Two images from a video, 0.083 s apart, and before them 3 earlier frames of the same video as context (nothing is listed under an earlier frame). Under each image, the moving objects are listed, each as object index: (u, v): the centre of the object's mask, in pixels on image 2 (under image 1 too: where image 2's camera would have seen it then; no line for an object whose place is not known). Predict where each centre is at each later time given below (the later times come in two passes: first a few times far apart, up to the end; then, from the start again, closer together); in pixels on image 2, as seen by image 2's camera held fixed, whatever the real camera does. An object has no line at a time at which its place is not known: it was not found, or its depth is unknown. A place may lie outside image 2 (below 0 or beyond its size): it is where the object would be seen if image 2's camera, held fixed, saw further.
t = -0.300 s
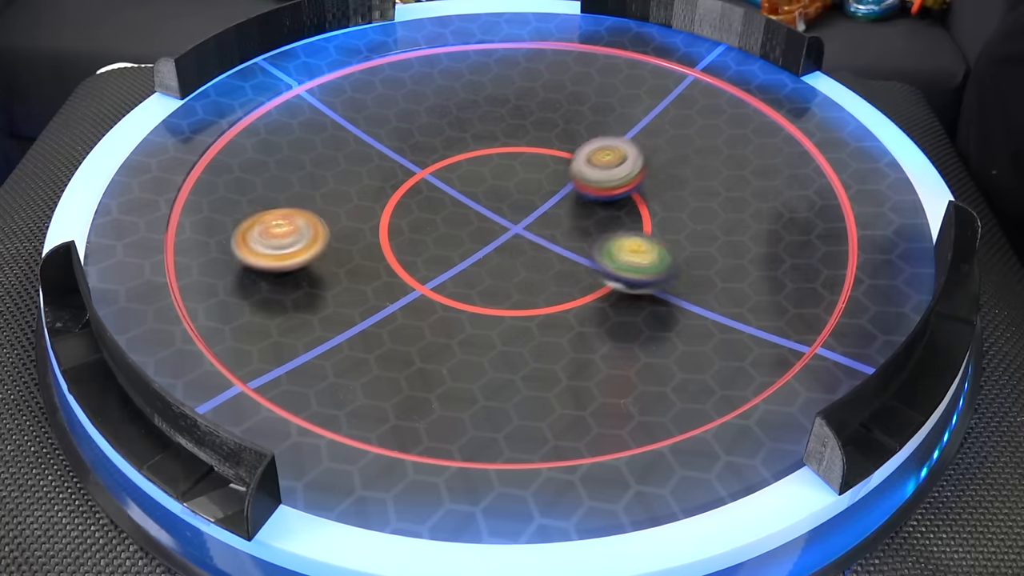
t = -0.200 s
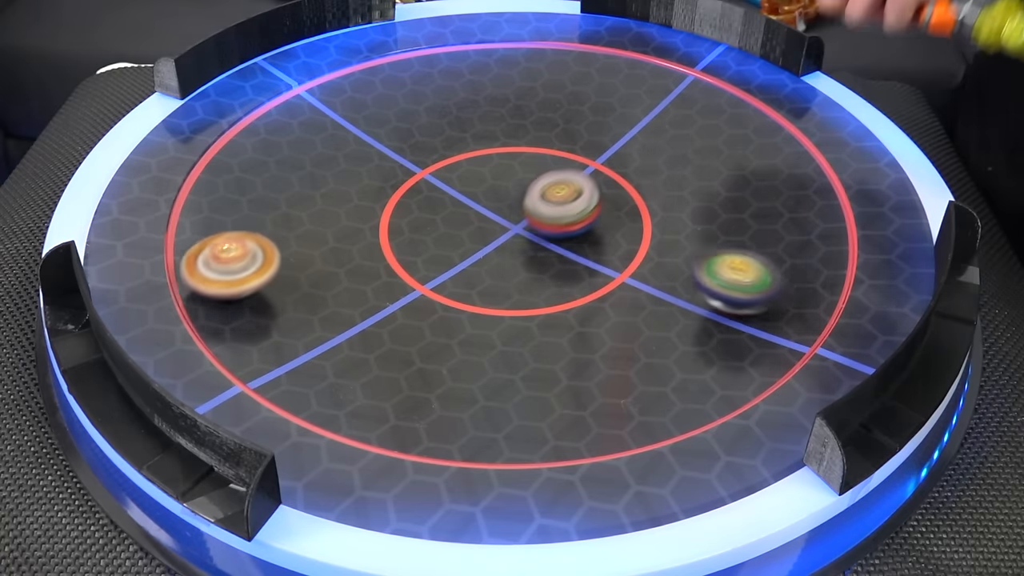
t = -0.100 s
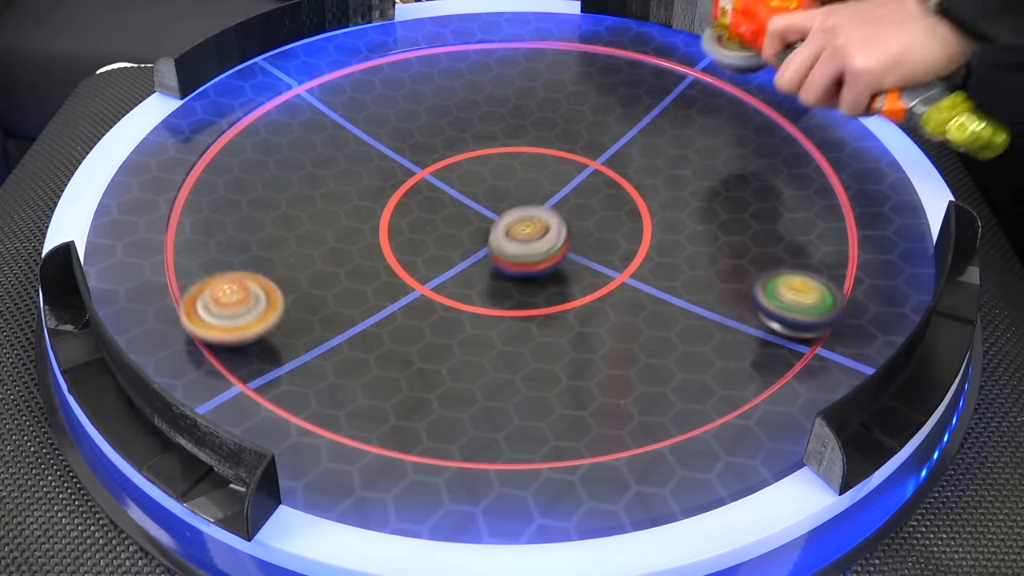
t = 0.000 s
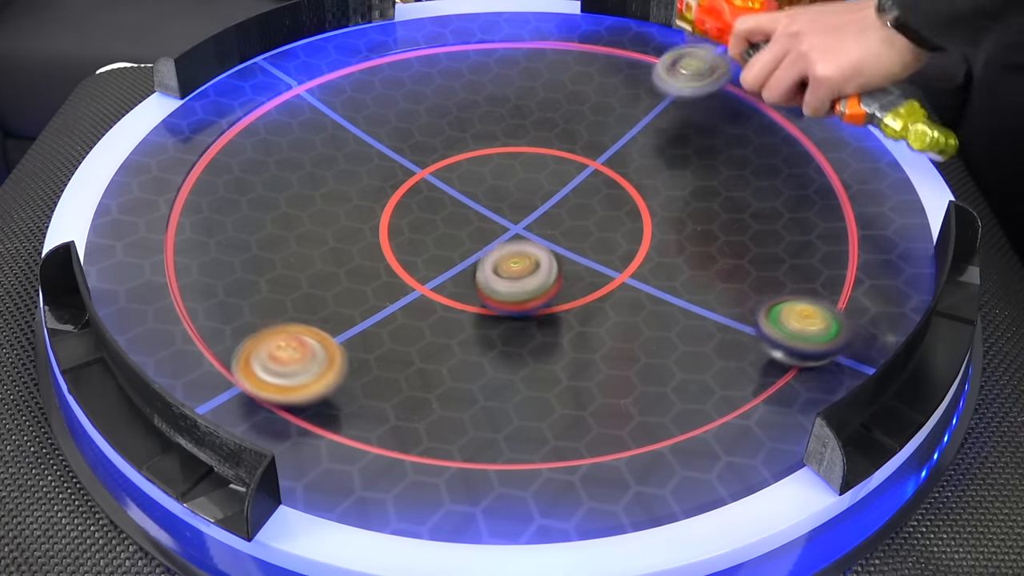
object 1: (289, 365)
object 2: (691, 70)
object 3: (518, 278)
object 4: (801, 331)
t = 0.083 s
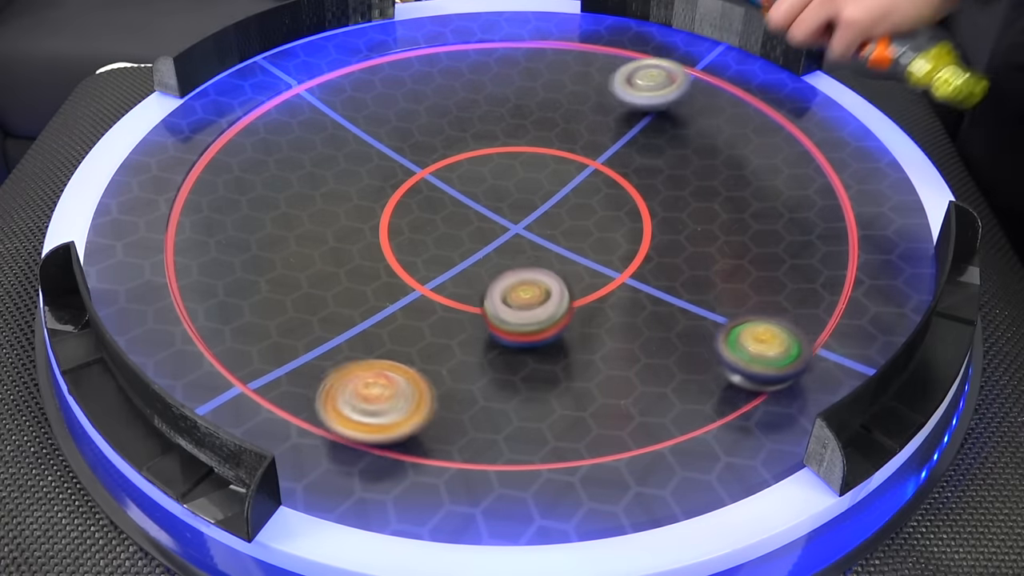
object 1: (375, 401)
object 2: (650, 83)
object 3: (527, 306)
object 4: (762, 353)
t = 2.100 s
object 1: (368, 168)
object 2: (404, 269)
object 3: (495, 378)
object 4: (750, 65)
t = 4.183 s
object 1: (249, 135)
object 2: (432, 181)
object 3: (619, 217)
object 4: (574, 174)
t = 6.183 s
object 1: (468, 181)
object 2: (563, 238)
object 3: (463, 239)
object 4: (544, 120)
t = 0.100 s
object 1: (395, 406)
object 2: (641, 84)
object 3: (531, 312)
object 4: (752, 357)
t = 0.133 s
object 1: (439, 413)
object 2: (624, 86)
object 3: (540, 324)
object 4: (731, 366)
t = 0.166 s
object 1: (483, 414)
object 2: (607, 90)
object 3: (550, 335)
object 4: (707, 376)
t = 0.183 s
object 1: (505, 413)
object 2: (598, 92)
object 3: (556, 340)
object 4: (697, 380)
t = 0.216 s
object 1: (539, 415)
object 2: (581, 98)
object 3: (577, 344)
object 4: (674, 387)
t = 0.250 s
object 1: (563, 421)
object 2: (564, 105)
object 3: (594, 339)
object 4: (665, 399)
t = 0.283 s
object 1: (558, 430)
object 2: (546, 114)
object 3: (603, 328)
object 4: (696, 400)
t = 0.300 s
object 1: (555, 433)
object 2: (538, 119)
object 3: (607, 322)
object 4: (697, 389)
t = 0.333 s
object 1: (553, 436)
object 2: (522, 129)
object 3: (615, 313)
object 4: (701, 374)
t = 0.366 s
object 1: (554, 434)
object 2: (505, 143)
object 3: (622, 303)
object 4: (701, 357)
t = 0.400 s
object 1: (558, 428)
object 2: (486, 160)
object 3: (628, 292)
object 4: (700, 342)
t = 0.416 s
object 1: (563, 424)
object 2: (478, 168)
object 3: (630, 286)
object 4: (699, 335)
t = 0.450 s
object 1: (573, 416)
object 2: (463, 186)
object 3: (632, 274)
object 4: (696, 323)
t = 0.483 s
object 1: (587, 406)
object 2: (451, 205)
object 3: (632, 262)
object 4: (692, 312)
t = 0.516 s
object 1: (602, 395)
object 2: (442, 225)
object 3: (631, 251)
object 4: (686, 302)
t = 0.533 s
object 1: (610, 389)
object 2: (440, 234)
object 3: (630, 245)
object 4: (684, 298)
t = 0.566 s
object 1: (625, 376)
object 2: (438, 254)
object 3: (626, 233)
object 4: (679, 290)
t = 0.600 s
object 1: (638, 361)
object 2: (439, 273)
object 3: (618, 220)
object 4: (674, 284)
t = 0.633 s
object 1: (648, 345)
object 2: (443, 293)
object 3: (608, 209)
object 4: (670, 279)
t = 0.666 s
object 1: (655, 330)
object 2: (451, 313)
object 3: (596, 196)
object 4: (667, 272)
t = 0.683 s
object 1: (653, 332)
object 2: (456, 322)
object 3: (588, 191)
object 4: (669, 262)
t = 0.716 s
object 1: (646, 353)
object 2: (468, 341)
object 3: (572, 180)
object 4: (675, 223)
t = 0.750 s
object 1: (636, 371)
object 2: (485, 357)
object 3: (555, 172)
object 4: (677, 185)
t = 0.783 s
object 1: (628, 386)
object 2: (504, 372)
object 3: (536, 164)
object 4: (684, 152)
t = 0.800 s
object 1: (624, 391)
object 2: (513, 377)
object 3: (526, 161)
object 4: (686, 135)
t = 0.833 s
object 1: (632, 399)
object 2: (519, 383)
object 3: (507, 157)
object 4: (691, 106)
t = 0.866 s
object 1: (644, 404)
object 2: (518, 392)
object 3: (488, 153)
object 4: (698, 77)
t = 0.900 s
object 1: (652, 405)
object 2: (517, 398)
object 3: (471, 152)
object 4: (700, 53)
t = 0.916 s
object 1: (655, 404)
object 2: (517, 401)
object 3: (463, 151)
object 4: (695, 44)
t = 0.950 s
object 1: (660, 401)
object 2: (519, 405)
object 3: (447, 152)
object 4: (686, 35)
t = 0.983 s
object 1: (664, 397)
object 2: (521, 410)
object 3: (432, 154)
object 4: (674, 37)
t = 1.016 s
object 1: (667, 392)
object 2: (525, 414)
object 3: (418, 158)
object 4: (667, 31)
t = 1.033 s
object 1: (667, 389)
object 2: (528, 416)
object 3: (411, 160)
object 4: (663, 29)
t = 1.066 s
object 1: (669, 383)
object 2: (533, 418)
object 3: (397, 166)
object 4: (652, 30)
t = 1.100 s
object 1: (670, 377)
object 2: (539, 420)
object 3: (385, 172)
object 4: (642, 30)
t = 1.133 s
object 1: (669, 370)
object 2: (544, 420)
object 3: (372, 180)
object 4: (635, 30)
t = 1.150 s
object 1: (668, 367)
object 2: (547, 419)
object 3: (366, 184)
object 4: (632, 30)
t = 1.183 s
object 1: (666, 361)
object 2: (553, 417)
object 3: (354, 193)
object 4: (629, 30)
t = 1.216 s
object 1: (664, 354)
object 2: (558, 412)
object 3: (343, 204)
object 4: (628, 30)
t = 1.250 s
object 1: (660, 347)
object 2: (563, 406)
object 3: (333, 215)
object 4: (628, 29)
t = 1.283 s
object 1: (656, 341)
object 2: (567, 399)
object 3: (325, 229)
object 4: (631, 29)
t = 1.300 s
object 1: (654, 338)
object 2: (568, 395)
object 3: (323, 235)
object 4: (634, 28)
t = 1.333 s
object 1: (648, 332)
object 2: (570, 386)
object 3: (319, 250)
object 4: (640, 27)
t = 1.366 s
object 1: (642, 325)
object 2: (570, 376)
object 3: (319, 264)
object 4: (648, 24)
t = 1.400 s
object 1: (636, 319)
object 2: (567, 366)
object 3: (322, 279)
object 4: (654, 28)
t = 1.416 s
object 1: (633, 315)
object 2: (565, 361)
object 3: (326, 286)
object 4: (657, 30)
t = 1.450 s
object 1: (625, 307)
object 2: (559, 351)
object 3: (333, 298)
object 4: (664, 32)
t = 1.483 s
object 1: (617, 299)
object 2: (549, 341)
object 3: (344, 309)
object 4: (672, 35)
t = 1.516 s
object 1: (609, 291)
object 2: (536, 332)
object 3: (356, 319)
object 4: (681, 36)
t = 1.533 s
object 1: (605, 287)
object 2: (530, 328)
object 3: (363, 324)
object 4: (685, 36)
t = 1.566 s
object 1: (596, 279)
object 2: (515, 320)
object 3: (380, 331)
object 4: (693, 36)
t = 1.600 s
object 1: (586, 272)
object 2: (500, 312)
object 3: (398, 338)
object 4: (697, 40)
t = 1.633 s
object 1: (576, 263)
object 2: (503, 302)
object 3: (395, 345)
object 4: (702, 44)
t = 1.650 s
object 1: (573, 259)
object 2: (509, 297)
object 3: (390, 349)
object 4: (704, 46)
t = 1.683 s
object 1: (568, 246)
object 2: (510, 290)
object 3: (382, 356)
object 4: (709, 48)
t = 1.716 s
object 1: (564, 235)
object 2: (505, 285)
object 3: (378, 364)
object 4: (713, 51)
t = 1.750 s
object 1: (557, 223)
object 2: (497, 280)
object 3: (378, 372)
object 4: (717, 54)
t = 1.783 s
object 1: (548, 211)
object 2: (488, 276)
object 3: (380, 380)
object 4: (721, 56)
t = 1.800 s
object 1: (542, 206)
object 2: (482, 274)
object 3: (381, 384)
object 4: (723, 56)
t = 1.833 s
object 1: (529, 196)
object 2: (473, 271)
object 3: (387, 391)
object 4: (727, 57)
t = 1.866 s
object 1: (513, 187)
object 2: (463, 269)
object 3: (397, 397)
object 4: (731, 58)
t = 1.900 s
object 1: (497, 179)
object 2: (454, 267)
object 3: (407, 401)
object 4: (735, 59)
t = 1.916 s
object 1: (488, 177)
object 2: (449, 266)
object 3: (414, 403)
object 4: (737, 60)
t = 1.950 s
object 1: (469, 172)
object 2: (439, 266)
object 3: (429, 404)
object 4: (739, 61)
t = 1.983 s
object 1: (449, 168)
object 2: (430, 267)
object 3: (444, 403)
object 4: (742, 62)
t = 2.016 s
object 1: (427, 165)
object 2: (422, 267)
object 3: (460, 398)
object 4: (745, 62)
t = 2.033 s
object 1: (415, 165)
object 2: (419, 267)
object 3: (467, 396)
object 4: (746, 63)
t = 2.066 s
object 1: (392, 166)
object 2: (412, 268)
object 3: (483, 388)
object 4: (748, 64)
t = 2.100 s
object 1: (368, 168)
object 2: (404, 269)
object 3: (495, 378)
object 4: (750, 65)
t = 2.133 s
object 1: (345, 172)
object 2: (398, 269)
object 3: (506, 367)
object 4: (751, 66)
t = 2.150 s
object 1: (334, 174)
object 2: (394, 270)
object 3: (510, 361)
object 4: (752, 67)
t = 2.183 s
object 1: (311, 179)
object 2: (388, 270)
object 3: (518, 349)
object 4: (753, 68)
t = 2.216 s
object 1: (290, 185)
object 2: (383, 271)
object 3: (523, 335)
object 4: (753, 70)
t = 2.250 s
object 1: (270, 193)
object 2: (380, 272)
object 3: (526, 321)
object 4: (753, 71)
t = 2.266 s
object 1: (260, 197)
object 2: (378, 272)
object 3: (527, 314)
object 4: (754, 73)
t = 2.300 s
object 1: (241, 208)
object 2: (377, 272)
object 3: (527, 301)
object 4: (754, 75)
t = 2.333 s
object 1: (225, 219)
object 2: (377, 272)
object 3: (525, 287)
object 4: (754, 77)
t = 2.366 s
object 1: (211, 231)
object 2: (378, 272)
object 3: (523, 275)
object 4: (752, 83)
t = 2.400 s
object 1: (200, 244)
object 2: (381, 272)
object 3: (521, 261)
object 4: (750, 91)
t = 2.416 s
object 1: (195, 251)
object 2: (382, 272)
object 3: (520, 255)
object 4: (750, 94)
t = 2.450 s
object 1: (187, 265)
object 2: (386, 271)
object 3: (516, 242)
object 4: (748, 101)
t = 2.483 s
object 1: (182, 280)
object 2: (391, 269)
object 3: (512, 230)
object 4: (746, 108)
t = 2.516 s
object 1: (187, 294)
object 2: (396, 267)
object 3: (505, 219)
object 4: (743, 115)
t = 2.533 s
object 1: (194, 302)
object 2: (399, 265)
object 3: (501, 214)
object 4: (742, 118)
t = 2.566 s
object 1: (210, 316)
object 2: (406, 262)
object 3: (492, 204)
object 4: (738, 125)
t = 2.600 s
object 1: (225, 330)
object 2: (415, 259)
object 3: (483, 196)
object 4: (733, 132)
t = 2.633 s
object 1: (242, 342)
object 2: (425, 254)
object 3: (473, 189)
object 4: (727, 139)
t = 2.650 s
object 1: (251, 348)
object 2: (431, 252)
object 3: (467, 186)
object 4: (723, 143)
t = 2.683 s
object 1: (271, 359)
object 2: (444, 247)
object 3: (455, 180)
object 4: (716, 149)
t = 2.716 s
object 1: (294, 367)
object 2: (456, 241)
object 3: (443, 175)
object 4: (708, 156)
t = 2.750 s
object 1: (318, 374)
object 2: (467, 235)
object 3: (430, 172)
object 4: (700, 161)
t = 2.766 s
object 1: (331, 376)
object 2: (472, 231)
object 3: (425, 171)
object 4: (695, 164)
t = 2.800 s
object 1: (360, 380)
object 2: (480, 223)
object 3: (412, 169)
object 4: (685, 170)
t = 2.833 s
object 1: (387, 379)
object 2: (485, 213)
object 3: (399, 168)
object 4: (675, 174)
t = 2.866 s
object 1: (415, 376)
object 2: (488, 204)
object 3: (387, 167)
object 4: (664, 180)
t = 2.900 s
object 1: (443, 371)
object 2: (488, 195)
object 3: (374, 166)
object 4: (652, 184)
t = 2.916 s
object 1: (456, 367)
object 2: (487, 190)
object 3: (368, 166)
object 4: (646, 186)
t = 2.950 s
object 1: (481, 359)
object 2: (484, 180)
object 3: (357, 166)
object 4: (632, 191)
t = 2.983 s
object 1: (505, 348)
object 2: (477, 170)
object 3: (346, 165)
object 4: (619, 198)
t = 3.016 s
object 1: (526, 336)
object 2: (468, 162)
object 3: (335, 165)
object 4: (604, 204)
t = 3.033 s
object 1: (536, 329)
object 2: (463, 158)
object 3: (331, 165)
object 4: (597, 207)
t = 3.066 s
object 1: (553, 315)
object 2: (452, 152)
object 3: (321, 166)
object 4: (583, 212)
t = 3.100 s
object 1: (568, 299)
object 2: (440, 147)
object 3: (313, 168)
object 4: (568, 216)
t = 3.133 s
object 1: (581, 283)
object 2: (427, 144)
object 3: (306, 172)
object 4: (551, 221)
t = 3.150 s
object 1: (587, 274)
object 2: (420, 142)
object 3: (302, 174)
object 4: (544, 221)
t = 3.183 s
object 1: (596, 258)
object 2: (409, 141)
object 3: (298, 179)
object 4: (529, 223)
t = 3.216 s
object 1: (603, 240)
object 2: (399, 141)
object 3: (295, 185)
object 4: (514, 224)
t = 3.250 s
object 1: (607, 223)
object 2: (391, 141)
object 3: (295, 191)
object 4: (499, 224)
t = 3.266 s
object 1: (607, 213)
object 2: (388, 142)
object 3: (296, 195)
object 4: (492, 224)
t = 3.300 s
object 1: (606, 195)
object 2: (382, 143)
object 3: (300, 202)
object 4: (478, 221)
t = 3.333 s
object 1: (602, 178)
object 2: (379, 146)
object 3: (308, 209)
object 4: (466, 219)
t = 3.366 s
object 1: (593, 161)
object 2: (377, 150)
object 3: (318, 216)
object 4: (453, 215)
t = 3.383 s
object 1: (588, 152)
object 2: (377, 151)
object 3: (324, 219)
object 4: (448, 213)
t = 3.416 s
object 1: (576, 138)
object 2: (377, 156)
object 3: (338, 224)
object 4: (437, 209)
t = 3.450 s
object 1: (563, 125)
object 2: (377, 158)
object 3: (354, 228)
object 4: (431, 205)
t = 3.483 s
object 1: (548, 113)
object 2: (369, 155)
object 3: (366, 233)
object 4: (441, 208)
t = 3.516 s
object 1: (533, 101)
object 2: (360, 151)
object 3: (376, 239)
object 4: (456, 208)
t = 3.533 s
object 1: (525, 97)
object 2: (357, 150)
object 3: (383, 242)
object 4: (461, 208)
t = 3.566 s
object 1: (510, 87)
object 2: (350, 147)
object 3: (397, 246)
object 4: (473, 209)
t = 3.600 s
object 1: (493, 79)
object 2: (343, 145)
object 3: (413, 250)
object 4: (483, 208)
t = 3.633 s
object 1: (476, 73)
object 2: (338, 144)
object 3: (431, 253)
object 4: (491, 208)
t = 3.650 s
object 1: (468, 71)
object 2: (336, 144)
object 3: (440, 254)
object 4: (496, 209)
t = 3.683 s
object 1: (451, 66)
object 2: (332, 144)
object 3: (458, 254)
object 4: (503, 208)
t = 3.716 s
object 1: (434, 62)
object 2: (330, 144)
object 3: (475, 254)
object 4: (509, 205)
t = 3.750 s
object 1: (416, 59)
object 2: (328, 145)
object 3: (487, 258)
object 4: (518, 200)
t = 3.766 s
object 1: (407, 58)
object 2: (328, 146)
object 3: (493, 259)
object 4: (522, 198)
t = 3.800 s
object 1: (390, 57)
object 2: (330, 148)
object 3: (506, 260)
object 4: (530, 195)
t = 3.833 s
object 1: (372, 58)
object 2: (333, 151)
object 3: (520, 258)
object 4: (536, 192)
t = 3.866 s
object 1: (355, 59)
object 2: (336, 153)
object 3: (534, 254)
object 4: (543, 190)
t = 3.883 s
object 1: (347, 60)
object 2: (339, 155)
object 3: (541, 252)
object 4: (546, 190)
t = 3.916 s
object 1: (330, 64)
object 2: (345, 157)
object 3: (553, 247)
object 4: (550, 190)
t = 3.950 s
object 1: (315, 68)
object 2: (352, 159)
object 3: (564, 244)
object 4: (555, 189)
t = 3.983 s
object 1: (301, 74)
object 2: (360, 162)
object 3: (573, 243)
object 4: (560, 186)
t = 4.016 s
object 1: (288, 82)
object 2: (370, 165)
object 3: (583, 240)
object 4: (564, 185)
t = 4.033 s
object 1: (282, 86)
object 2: (375, 166)
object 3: (587, 238)
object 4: (566, 184)
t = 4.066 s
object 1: (271, 95)
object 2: (386, 169)
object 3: (596, 233)
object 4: (570, 183)
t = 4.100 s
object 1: (262, 105)
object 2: (398, 172)
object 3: (604, 229)
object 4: (572, 180)
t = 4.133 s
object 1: (255, 117)
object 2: (411, 176)
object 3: (611, 225)
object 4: (572, 177)
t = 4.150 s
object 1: (253, 122)
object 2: (418, 178)
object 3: (614, 223)
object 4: (573, 176)
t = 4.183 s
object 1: (249, 135)
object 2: (432, 181)
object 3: (619, 217)
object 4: (574, 174)
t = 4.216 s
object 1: (248, 148)
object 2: (448, 184)
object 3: (623, 212)
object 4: (575, 171)
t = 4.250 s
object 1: (251, 162)
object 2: (464, 185)
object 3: (625, 209)
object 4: (574, 167)
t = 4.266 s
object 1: (252, 168)
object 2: (472, 186)
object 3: (626, 207)
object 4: (574, 166)
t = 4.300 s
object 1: (258, 182)
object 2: (488, 185)
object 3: (625, 205)
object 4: (575, 164)
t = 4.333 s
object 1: (266, 196)
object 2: (503, 183)
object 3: (623, 202)
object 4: (577, 161)
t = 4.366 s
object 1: (277, 209)
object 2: (508, 183)
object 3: (621, 203)
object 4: (588, 152)
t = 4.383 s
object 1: (284, 216)
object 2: (507, 184)
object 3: (621, 205)
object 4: (595, 148)
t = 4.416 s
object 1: (300, 229)
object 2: (505, 186)
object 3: (619, 207)
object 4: (608, 137)
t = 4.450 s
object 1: (319, 241)
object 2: (503, 190)
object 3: (616, 210)
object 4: (617, 129)
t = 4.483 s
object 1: (338, 252)
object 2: (503, 192)
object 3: (613, 213)
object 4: (624, 122)
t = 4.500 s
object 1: (350, 257)
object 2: (504, 194)
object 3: (612, 214)
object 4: (627, 120)
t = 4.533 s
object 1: (374, 266)
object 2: (506, 196)
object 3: (609, 217)
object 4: (633, 116)
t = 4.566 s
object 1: (400, 273)
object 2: (508, 199)
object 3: (607, 220)
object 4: (640, 112)
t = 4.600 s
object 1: (428, 278)
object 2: (512, 201)
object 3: (604, 223)
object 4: (646, 109)
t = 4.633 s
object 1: (458, 282)
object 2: (516, 203)
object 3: (602, 226)
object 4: (651, 106)
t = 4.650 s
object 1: (473, 283)
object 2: (518, 203)
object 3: (601, 227)
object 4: (654, 105)
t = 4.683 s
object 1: (504, 282)
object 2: (510, 200)
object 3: (611, 234)
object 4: (658, 104)
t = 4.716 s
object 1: (534, 279)
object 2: (499, 195)
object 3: (620, 242)
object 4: (662, 102)
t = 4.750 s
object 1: (553, 276)
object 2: (488, 191)
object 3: (639, 244)
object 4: (665, 102)
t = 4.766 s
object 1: (550, 275)
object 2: (482, 189)
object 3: (658, 244)
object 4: (666, 101)
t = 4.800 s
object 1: (546, 273)
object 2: (470, 188)
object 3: (695, 244)
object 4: (668, 101)
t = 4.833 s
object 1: (545, 270)
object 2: (458, 188)
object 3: (727, 242)
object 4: (669, 101)
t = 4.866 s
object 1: (547, 265)
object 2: (446, 189)
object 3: (753, 240)
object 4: (669, 101)
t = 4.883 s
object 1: (549, 263)
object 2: (440, 191)
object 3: (764, 238)
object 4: (669, 101)
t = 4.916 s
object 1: (556, 256)
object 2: (431, 195)
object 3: (782, 234)
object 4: (668, 102)
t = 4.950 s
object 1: (564, 249)
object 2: (423, 201)
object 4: (667, 104)
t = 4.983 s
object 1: (573, 241)
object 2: (420, 209)
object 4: (666, 106)
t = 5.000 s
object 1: (579, 236)
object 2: (419, 213)
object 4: (665, 106)
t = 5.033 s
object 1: (591, 226)
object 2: (422, 221)
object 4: (664, 107)
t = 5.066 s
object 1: (601, 216)
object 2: (429, 229)
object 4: (661, 108)
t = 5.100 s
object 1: (611, 205)
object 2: (439, 236)
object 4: (658, 109)
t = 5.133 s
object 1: (617, 192)
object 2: (453, 241)
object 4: (654, 111)
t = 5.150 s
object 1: (619, 186)
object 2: (461, 243)
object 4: (652, 112)
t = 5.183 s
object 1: (621, 175)
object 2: (478, 244)
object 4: (647, 114)
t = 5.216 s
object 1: (622, 164)
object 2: (494, 243)
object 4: (643, 115)
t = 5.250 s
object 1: (615, 164)
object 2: (510, 240)
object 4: (642, 109)
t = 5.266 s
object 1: (611, 165)
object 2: (518, 238)
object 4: (643, 104)
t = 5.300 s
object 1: (602, 166)
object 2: (531, 231)
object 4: (644, 98)
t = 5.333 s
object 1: (593, 166)
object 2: (542, 223)
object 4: (643, 92)
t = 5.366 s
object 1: (585, 165)
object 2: (550, 214)
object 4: (643, 89)
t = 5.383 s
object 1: (581, 163)
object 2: (552, 209)
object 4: (642, 88)
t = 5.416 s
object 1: (580, 153)
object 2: (548, 208)
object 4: (641, 86)
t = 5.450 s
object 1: (579, 146)
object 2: (543, 212)
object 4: (639, 84)
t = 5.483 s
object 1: (578, 139)
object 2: (536, 216)
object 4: (637, 83)
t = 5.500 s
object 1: (577, 136)
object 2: (532, 218)
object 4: (636, 83)
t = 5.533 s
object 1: (574, 133)
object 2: (526, 223)
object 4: (636, 83)
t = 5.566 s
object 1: (570, 131)
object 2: (519, 228)
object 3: (698, 145)
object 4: (634, 84)
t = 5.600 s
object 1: (567, 130)
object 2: (515, 234)
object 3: (682, 148)
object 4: (633, 85)
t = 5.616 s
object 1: (564, 130)
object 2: (513, 237)
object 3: (675, 149)
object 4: (632, 86)
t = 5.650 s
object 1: (560, 130)
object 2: (511, 244)
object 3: (660, 153)
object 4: (630, 87)
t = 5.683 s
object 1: (555, 131)
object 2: (510, 250)
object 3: (645, 157)
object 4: (628, 88)
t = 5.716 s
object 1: (550, 131)
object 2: (512, 256)
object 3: (630, 162)
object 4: (626, 89)
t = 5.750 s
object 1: (546, 132)
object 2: (515, 260)
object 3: (615, 167)
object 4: (622, 92)
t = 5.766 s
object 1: (543, 133)
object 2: (517, 263)
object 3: (608, 169)
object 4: (620, 93)
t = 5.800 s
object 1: (538, 134)
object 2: (522, 267)
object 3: (593, 174)
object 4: (616, 94)
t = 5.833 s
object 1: (532, 136)
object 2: (527, 270)
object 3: (577, 179)
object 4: (611, 95)
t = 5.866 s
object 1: (527, 137)
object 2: (534, 272)
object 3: (563, 183)
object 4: (606, 98)
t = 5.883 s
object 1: (524, 138)
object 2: (536, 272)
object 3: (555, 186)
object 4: (603, 99)
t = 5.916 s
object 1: (518, 140)
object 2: (543, 273)
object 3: (541, 191)
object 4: (598, 100)
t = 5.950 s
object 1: (511, 143)
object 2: (548, 272)
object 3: (529, 197)
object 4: (592, 102)
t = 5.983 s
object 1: (504, 146)
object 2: (554, 270)
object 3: (516, 204)
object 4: (585, 105)
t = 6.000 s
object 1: (501, 148)
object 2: (556, 269)
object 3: (511, 206)
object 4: (582, 107)
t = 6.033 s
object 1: (493, 153)
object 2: (561, 265)
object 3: (500, 212)
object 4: (575, 108)
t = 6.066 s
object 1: (487, 158)
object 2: (563, 260)
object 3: (491, 218)
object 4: (569, 111)
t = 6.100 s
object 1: (480, 163)
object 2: (566, 255)
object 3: (482, 224)
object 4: (562, 113)
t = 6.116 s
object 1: (478, 167)
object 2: (566, 251)
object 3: (477, 227)
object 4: (558, 114)
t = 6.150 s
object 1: (472, 174)
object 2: (566, 245)
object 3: (470, 233)
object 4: (551, 117)
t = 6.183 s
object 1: (468, 181)
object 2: (563, 238)
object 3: (463, 239)
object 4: (544, 120)
